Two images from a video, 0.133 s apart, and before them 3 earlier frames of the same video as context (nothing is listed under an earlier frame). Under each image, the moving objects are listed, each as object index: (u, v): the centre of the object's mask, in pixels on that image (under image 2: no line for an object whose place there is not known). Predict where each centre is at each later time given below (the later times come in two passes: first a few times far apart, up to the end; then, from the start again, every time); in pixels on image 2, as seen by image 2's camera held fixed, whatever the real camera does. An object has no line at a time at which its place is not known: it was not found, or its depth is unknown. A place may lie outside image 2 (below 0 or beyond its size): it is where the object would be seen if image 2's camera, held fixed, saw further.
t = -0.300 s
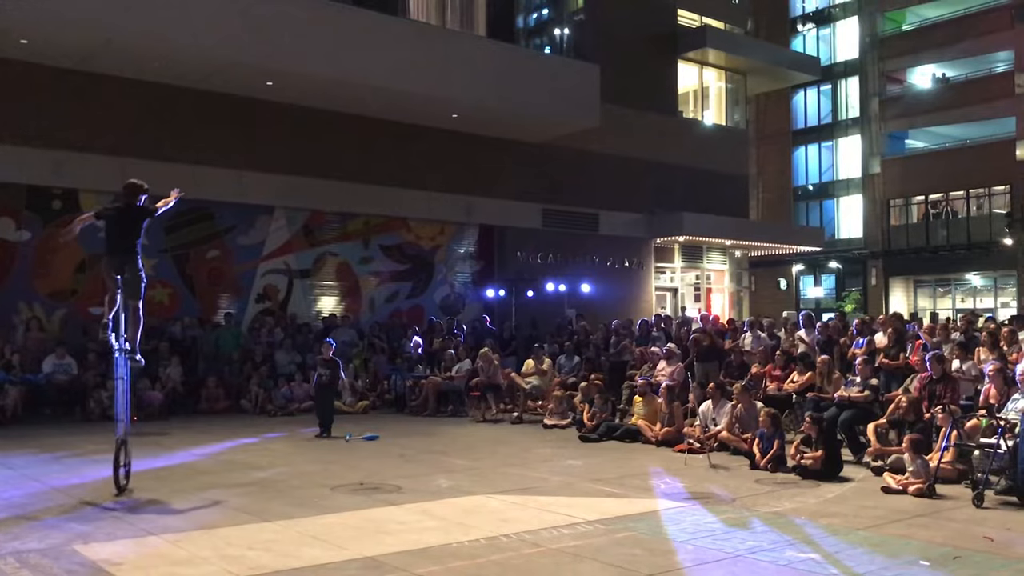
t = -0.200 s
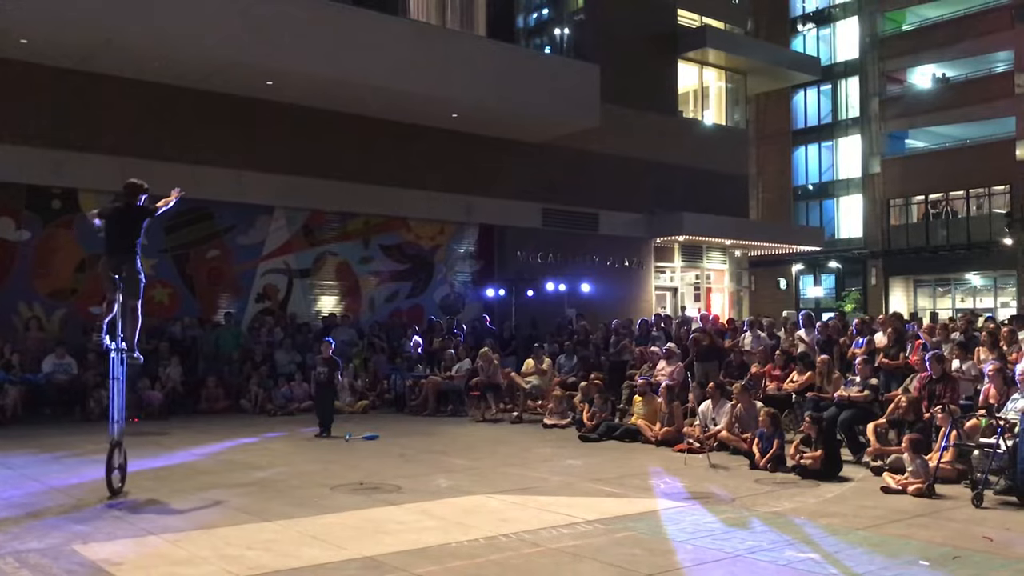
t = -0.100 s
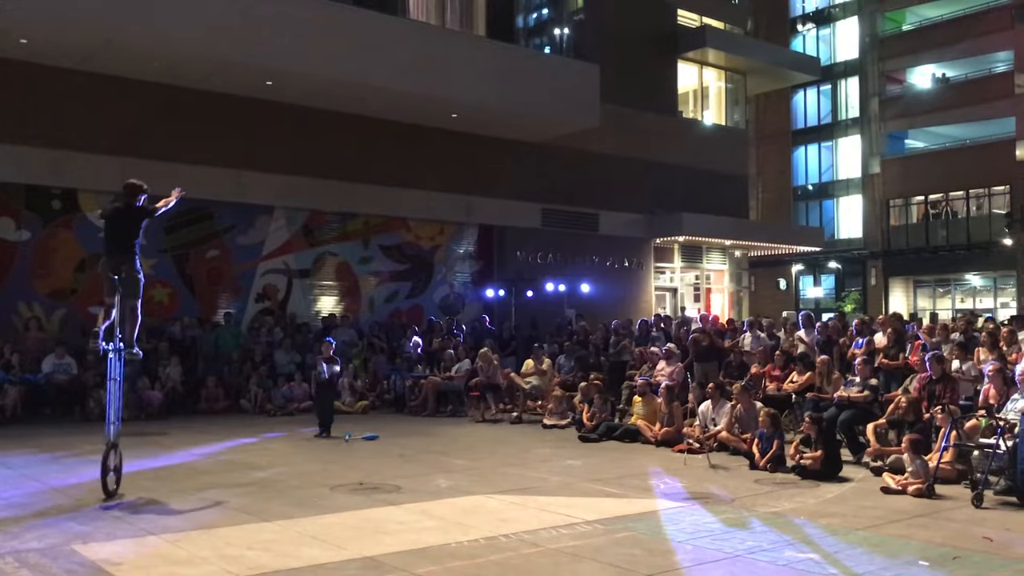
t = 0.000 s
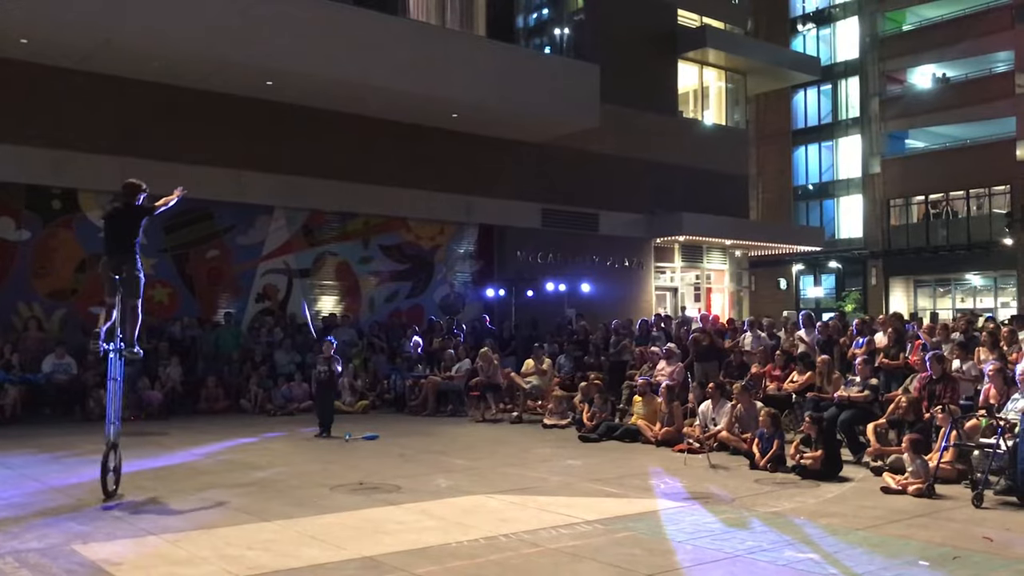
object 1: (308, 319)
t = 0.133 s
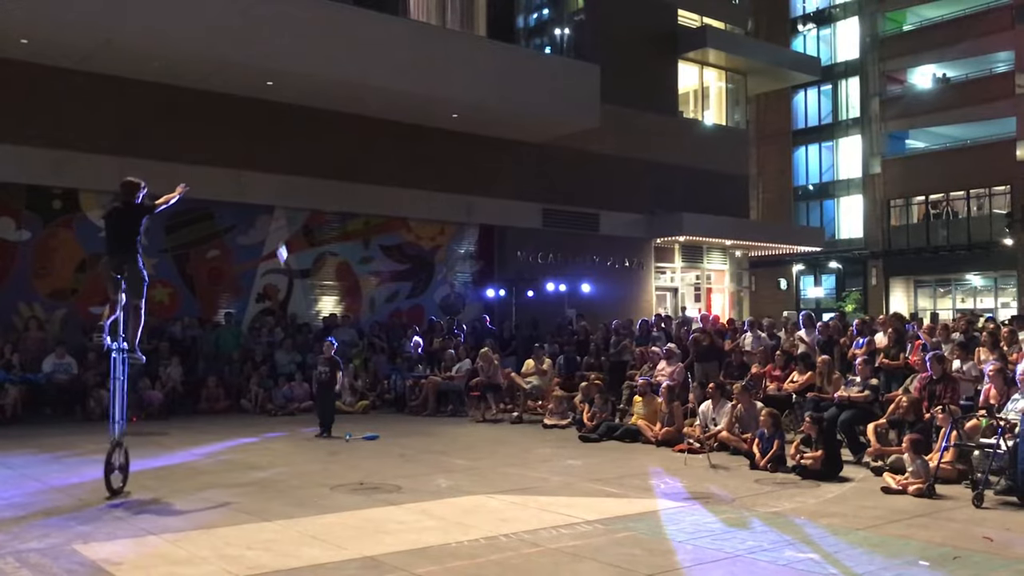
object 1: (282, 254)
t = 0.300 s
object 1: (249, 187)
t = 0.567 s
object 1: (192, 128)
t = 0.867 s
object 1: (117, 121)
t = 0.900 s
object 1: (110, 127)
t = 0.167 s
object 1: (275, 239)
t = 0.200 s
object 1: (269, 225)
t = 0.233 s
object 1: (262, 211)
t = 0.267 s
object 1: (255, 198)
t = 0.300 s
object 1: (249, 187)
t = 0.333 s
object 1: (243, 178)
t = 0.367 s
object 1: (235, 167)
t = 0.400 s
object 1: (228, 159)
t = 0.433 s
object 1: (221, 151)
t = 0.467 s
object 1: (213, 142)
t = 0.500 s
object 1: (206, 136)
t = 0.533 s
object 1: (199, 131)
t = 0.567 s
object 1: (192, 128)
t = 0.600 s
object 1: (184, 124)
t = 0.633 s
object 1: (177, 123)
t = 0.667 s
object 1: (168, 119)
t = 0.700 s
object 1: (160, 117)
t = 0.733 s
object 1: (152, 116)
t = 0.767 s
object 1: (143, 115)
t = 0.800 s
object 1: (136, 117)
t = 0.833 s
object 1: (126, 119)
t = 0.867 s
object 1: (117, 121)
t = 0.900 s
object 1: (110, 127)
